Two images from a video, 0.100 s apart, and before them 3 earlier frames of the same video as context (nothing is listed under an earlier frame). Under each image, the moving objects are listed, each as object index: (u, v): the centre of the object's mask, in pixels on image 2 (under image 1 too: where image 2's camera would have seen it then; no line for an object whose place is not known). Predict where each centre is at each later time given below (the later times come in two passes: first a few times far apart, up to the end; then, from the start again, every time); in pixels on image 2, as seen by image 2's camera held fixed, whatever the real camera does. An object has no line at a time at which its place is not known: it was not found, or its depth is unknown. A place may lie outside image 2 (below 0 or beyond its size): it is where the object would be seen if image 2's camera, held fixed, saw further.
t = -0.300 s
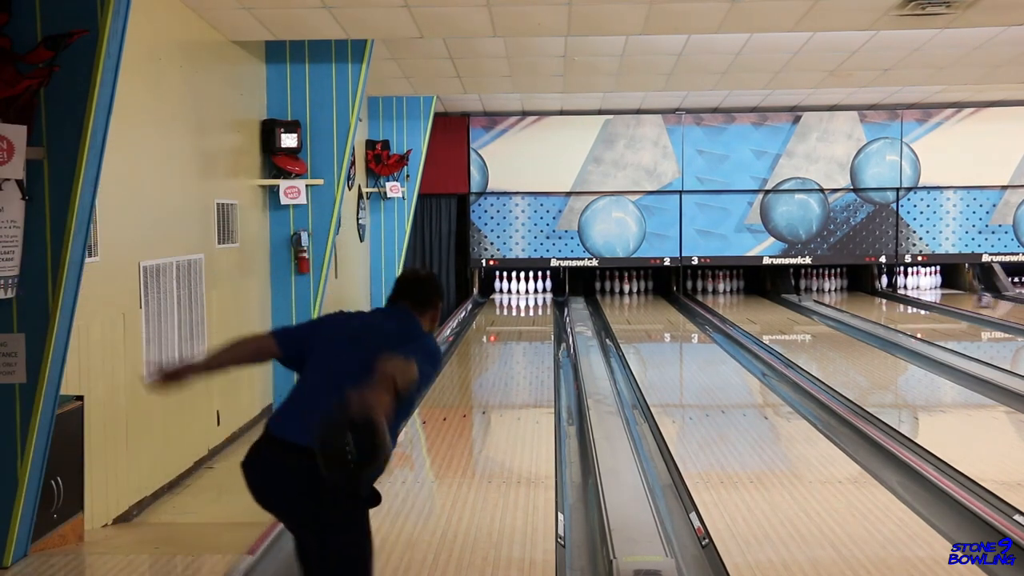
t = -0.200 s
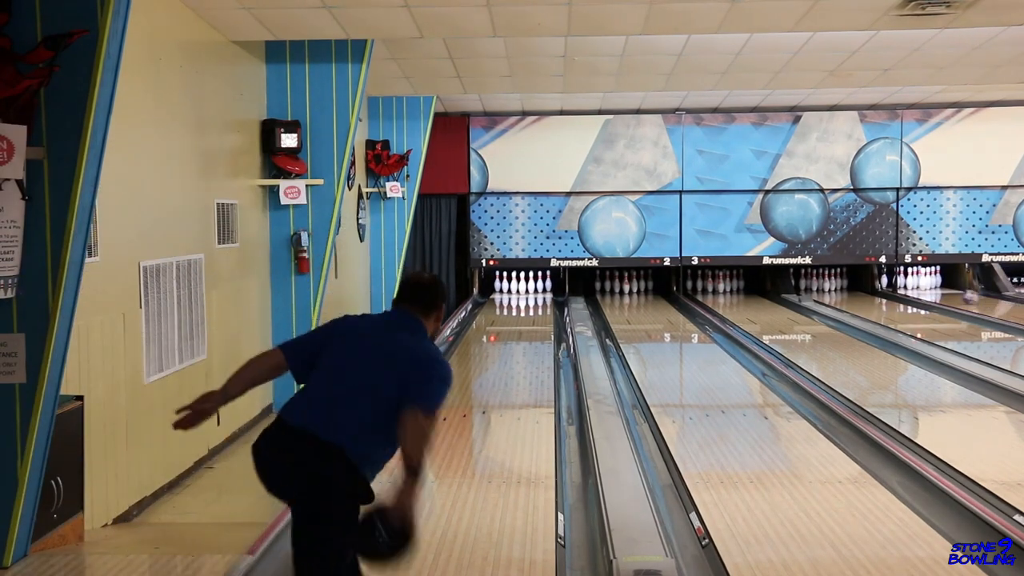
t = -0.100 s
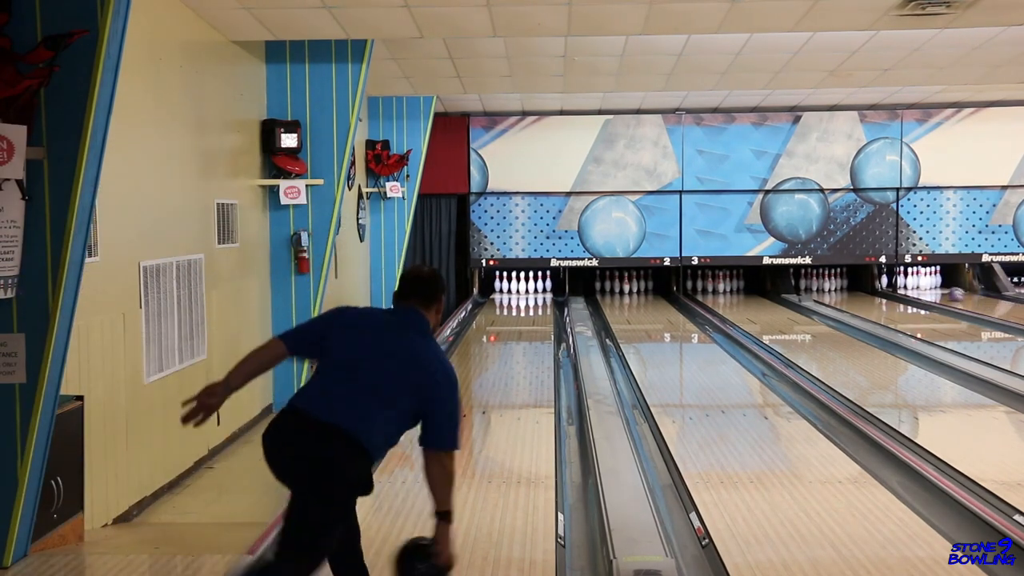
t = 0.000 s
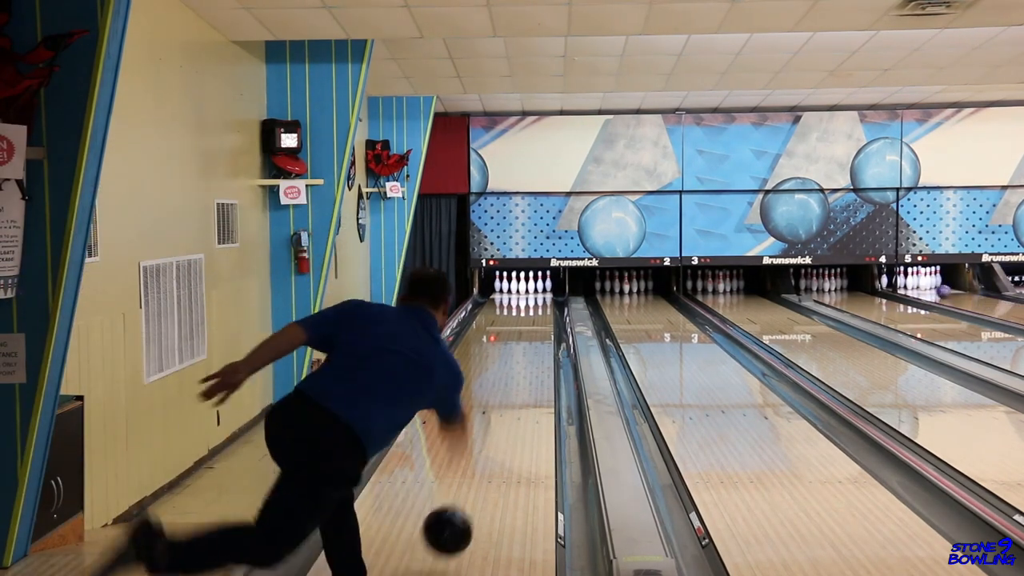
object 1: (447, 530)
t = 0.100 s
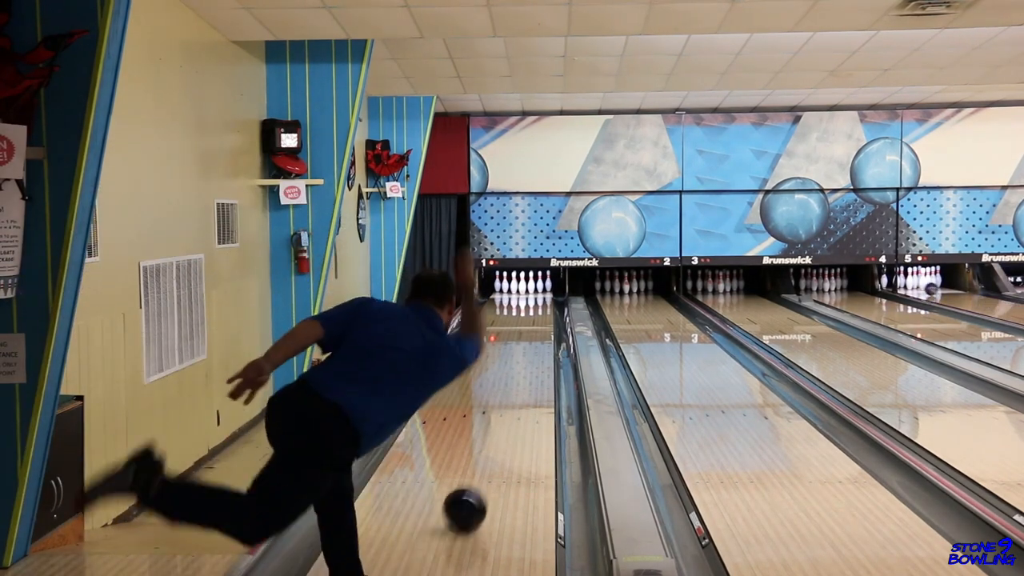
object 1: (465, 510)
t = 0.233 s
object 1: (482, 467)
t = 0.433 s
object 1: (500, 422)
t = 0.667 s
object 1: (513, 386)
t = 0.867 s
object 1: (521, 363)
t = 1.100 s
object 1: (528, 344)
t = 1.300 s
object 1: (531, 330)
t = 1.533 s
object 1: (533, 317)
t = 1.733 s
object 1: (534, 308)
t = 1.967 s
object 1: (534, 300)
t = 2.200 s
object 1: (531, 293)
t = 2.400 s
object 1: (527, 289)
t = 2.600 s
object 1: (528, 286)
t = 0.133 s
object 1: (470, 497)
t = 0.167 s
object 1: (474, 486)
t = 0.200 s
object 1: (478, 476)
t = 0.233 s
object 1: (482, 467)
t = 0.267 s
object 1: (485, 458)
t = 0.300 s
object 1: (489, 450)
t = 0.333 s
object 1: (492, 442)
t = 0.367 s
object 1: (495, 435)
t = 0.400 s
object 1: (497, 428)
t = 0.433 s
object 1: (500, 422)
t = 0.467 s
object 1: (502, 415)
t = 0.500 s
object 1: (504, 410)
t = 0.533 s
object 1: (506, 405)
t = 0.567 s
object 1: (508, 399)
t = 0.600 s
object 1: (510, 395)
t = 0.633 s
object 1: (512, 390)
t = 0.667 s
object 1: (513, 386)
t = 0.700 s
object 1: (515, 382)
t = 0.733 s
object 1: (519, 374)
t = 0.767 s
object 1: (518, 374)
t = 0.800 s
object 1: (519, 370)
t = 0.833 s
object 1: (520, 367)
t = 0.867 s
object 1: (521, 363)
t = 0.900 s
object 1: (522, 360)
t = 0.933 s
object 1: (523, 357)
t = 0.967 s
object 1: (524, 354)
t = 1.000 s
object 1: (525, 351)
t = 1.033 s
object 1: (526, 349)
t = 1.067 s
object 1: (527, 346)
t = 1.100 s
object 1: (528, 344)
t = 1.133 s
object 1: (528, 341)
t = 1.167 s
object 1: (529, 339)
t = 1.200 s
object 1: (529, 337)
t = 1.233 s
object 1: (530, 335)
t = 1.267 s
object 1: (531, 332)
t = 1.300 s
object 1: (531, 330)
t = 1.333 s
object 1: (531, 328)
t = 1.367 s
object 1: (532, 326)
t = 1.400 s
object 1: (532, 324)
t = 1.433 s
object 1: (533, 323)
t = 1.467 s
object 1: (533, 321)
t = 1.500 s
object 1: (534, 319)
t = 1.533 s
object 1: (533, 317)
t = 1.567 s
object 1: (534, 316)
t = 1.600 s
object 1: (534, 314)
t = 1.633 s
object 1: (534, 313)
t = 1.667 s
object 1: (534, 311)
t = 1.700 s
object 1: (534, 310)
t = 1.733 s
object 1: (534, 308)
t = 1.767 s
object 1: (535, 307)
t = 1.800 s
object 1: (534, 306)
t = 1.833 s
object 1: (534, 305)
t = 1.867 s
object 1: (534, 304)
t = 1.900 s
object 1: (534, 303)
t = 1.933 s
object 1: (534, 301)
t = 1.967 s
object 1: (534, 300)
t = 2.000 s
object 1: (533, 299)
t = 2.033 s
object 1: (533, 298)
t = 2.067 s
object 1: (533, 297)
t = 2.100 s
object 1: (532, 296)
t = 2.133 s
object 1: (532, 295)
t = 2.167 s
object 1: (531, 294)
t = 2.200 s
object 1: (531, 293)
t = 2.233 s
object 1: (530, 293)
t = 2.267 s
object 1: (530, 292)
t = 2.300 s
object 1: (529, 291)
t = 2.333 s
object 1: (528, 290)
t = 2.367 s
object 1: (527, 290)
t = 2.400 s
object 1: (527, 289)
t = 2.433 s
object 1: (527, 289)
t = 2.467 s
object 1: (527, 288)
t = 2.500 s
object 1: (527, 287)
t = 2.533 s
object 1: (526, 287)
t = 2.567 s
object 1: (527, 287)
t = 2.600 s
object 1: (528, 286)
